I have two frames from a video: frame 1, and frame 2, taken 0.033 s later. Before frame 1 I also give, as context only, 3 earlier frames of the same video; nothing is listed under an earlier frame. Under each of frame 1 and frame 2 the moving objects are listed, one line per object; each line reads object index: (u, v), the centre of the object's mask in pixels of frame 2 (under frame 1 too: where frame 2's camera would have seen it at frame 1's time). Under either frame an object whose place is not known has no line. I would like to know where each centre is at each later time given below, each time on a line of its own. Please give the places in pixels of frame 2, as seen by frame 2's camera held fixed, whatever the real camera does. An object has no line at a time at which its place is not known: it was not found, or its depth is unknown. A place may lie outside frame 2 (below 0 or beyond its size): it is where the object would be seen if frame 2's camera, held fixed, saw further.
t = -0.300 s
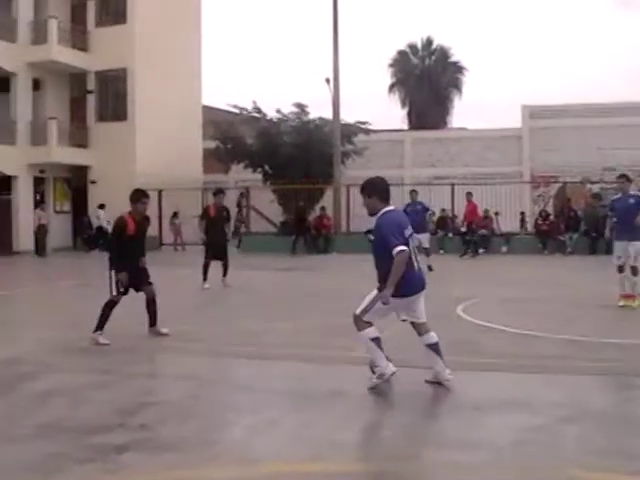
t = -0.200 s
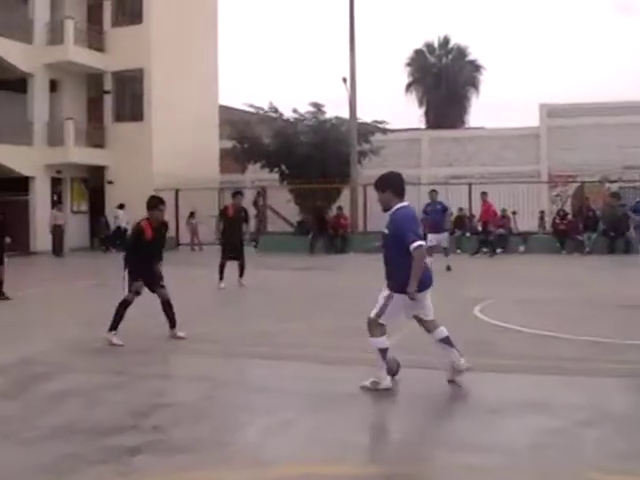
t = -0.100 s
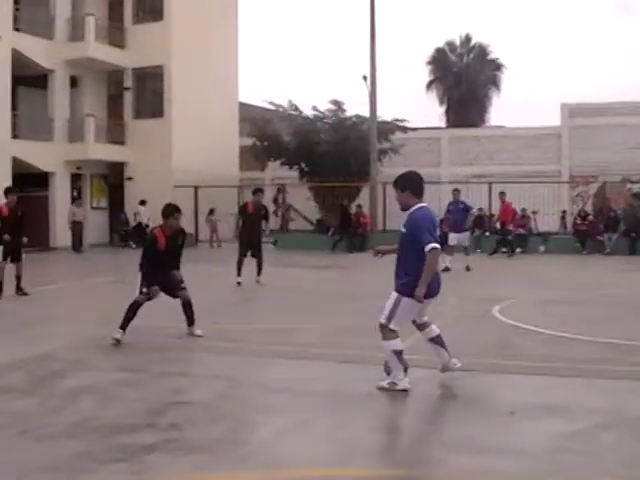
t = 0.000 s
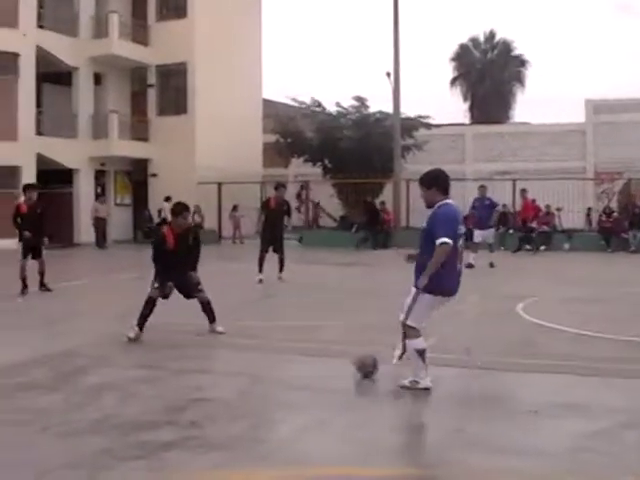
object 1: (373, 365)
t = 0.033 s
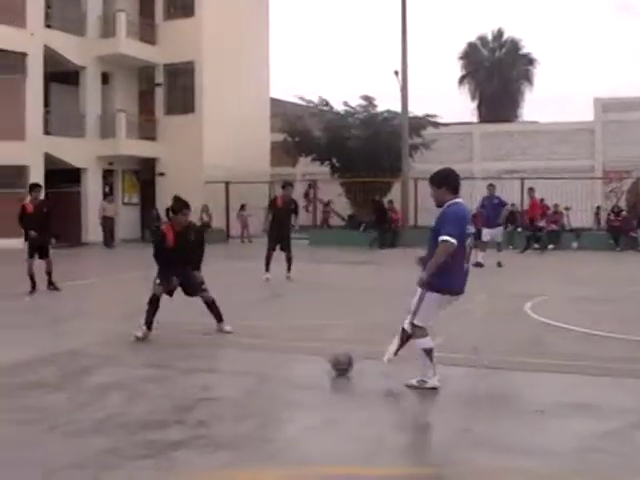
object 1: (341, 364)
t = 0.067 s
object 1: (310, 363)
